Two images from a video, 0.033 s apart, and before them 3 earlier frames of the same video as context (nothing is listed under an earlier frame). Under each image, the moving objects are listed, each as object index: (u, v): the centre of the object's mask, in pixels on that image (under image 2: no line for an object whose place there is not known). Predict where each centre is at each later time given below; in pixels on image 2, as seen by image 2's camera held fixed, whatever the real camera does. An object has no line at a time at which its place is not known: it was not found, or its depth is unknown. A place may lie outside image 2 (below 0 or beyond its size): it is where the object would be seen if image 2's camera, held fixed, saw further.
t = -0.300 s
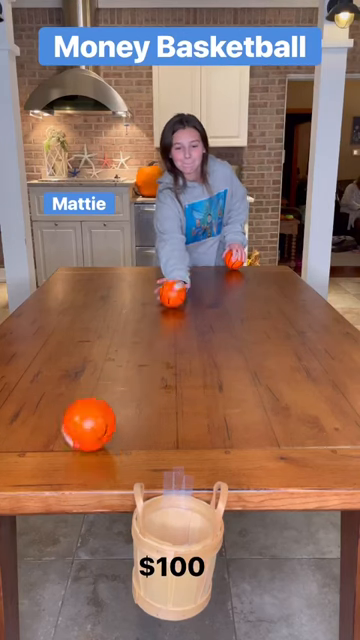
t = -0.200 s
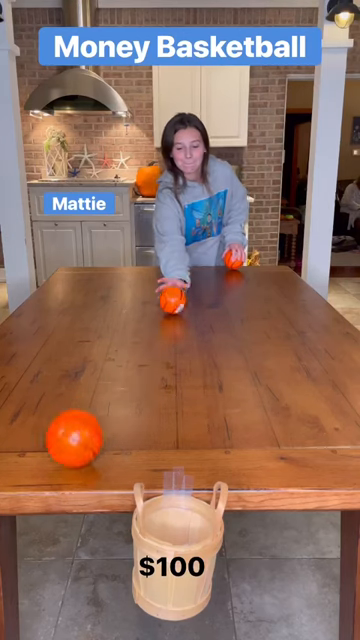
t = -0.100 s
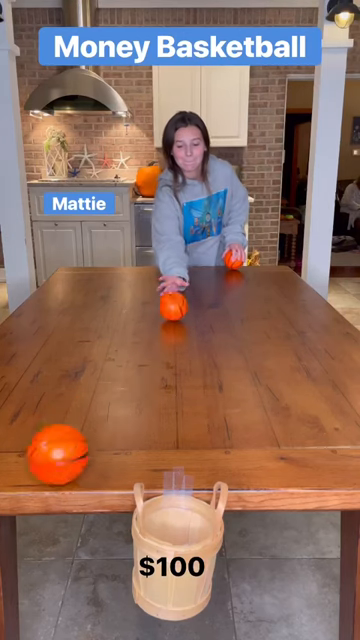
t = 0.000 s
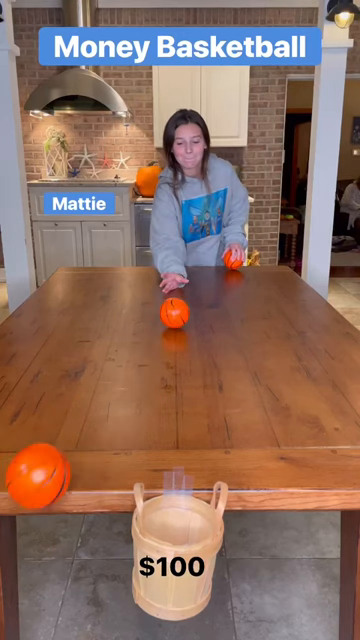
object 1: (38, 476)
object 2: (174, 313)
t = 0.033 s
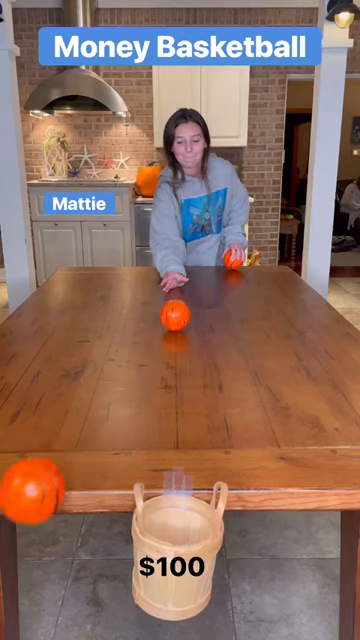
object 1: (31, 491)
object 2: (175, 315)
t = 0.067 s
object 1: (27, 511)
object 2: (175, 317)
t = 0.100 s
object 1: (24, 539)
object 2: (176, 319)
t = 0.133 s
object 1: (21, 573)
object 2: (176, 322)
